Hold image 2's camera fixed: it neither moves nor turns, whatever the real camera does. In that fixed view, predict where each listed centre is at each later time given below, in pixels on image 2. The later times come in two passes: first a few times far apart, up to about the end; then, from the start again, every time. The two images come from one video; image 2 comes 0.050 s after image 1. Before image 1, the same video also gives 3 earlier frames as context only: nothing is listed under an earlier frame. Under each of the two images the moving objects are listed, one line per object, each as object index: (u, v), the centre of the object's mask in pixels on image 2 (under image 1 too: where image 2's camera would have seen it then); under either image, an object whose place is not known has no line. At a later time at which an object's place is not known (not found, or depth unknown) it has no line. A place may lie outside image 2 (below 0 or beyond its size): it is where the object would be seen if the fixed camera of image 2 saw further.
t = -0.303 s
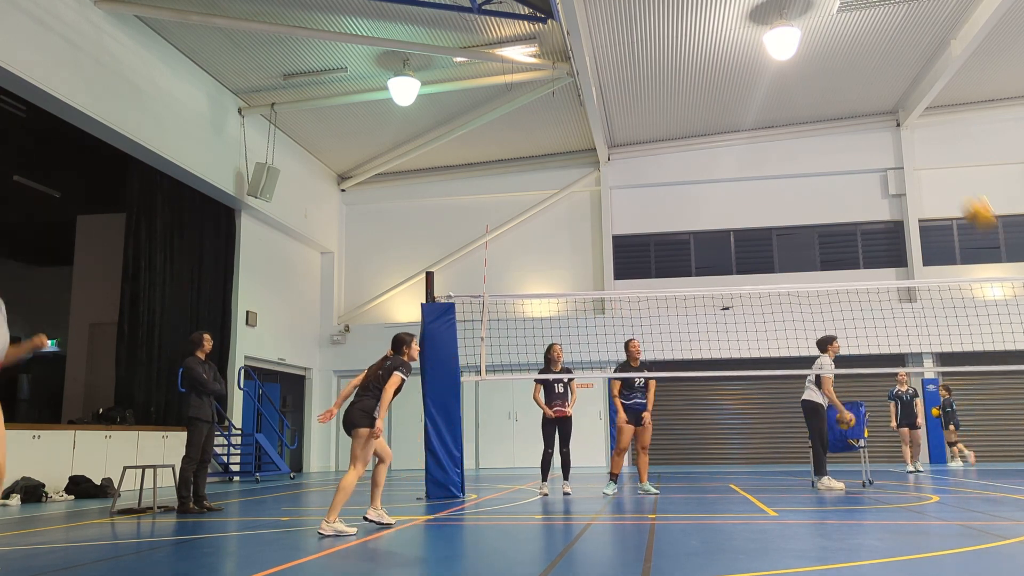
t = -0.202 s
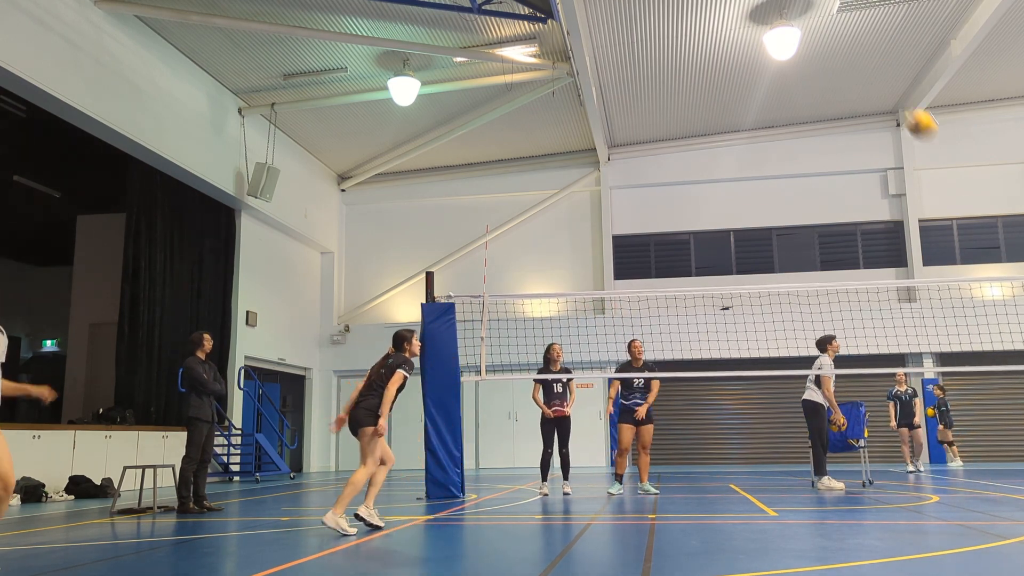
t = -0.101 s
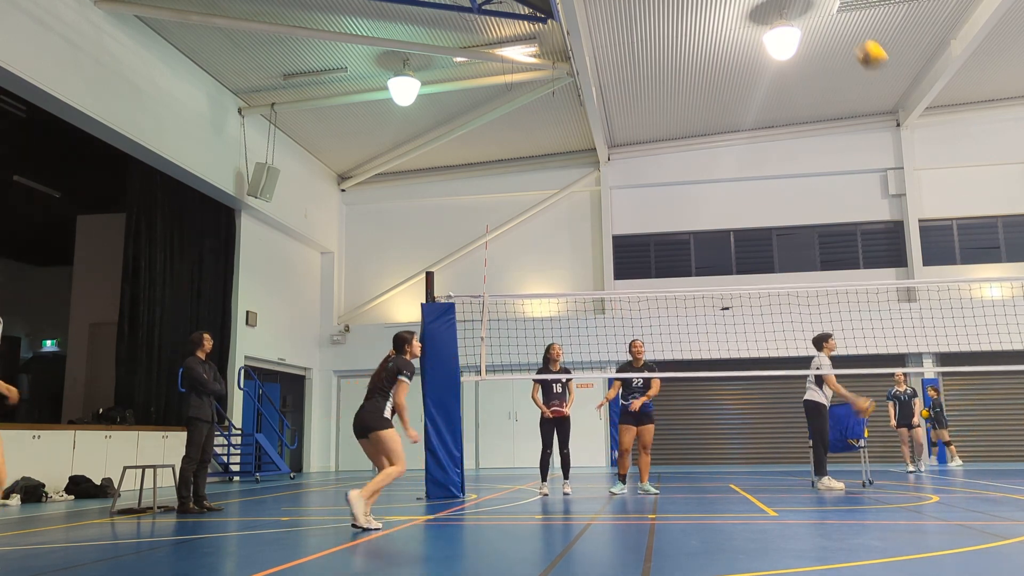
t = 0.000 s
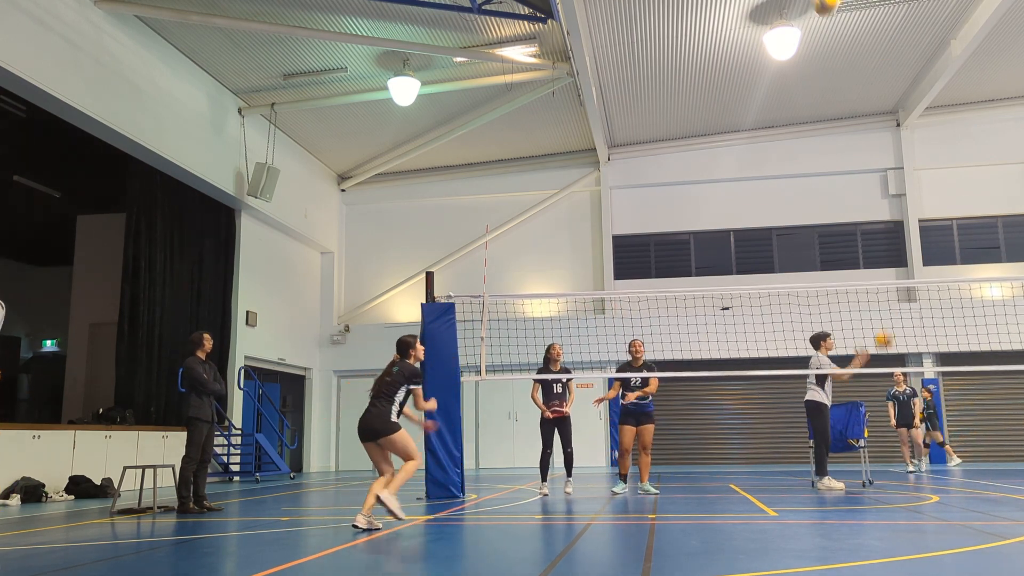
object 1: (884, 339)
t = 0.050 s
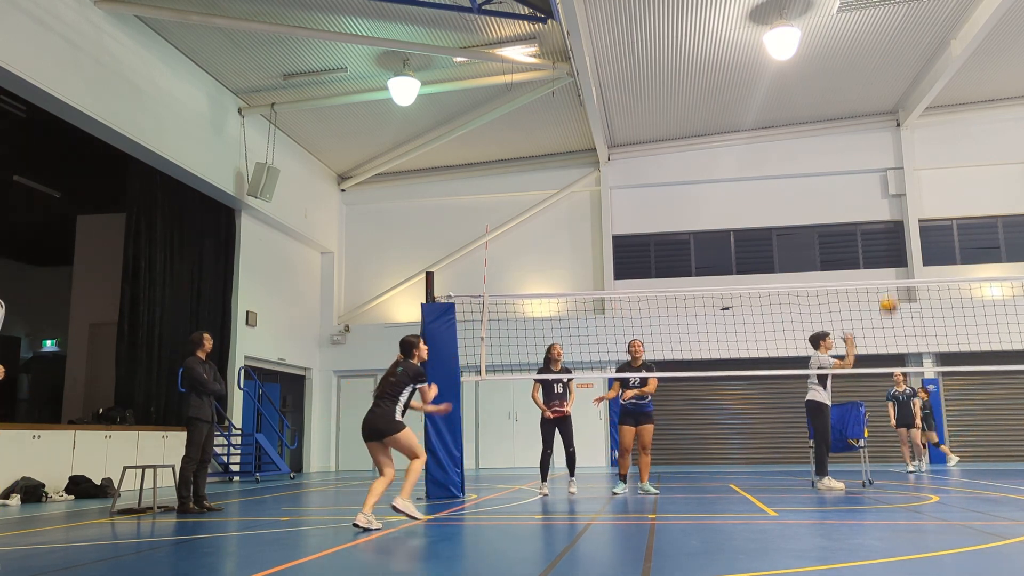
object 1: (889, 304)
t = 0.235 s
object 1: (912, 201)
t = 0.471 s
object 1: (943, 114)
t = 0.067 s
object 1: (890, 293)
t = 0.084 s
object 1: (892, 280)
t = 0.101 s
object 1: (896, 271)
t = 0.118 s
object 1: (897, 261)
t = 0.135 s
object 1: (898, 253)
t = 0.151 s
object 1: (899, 245)
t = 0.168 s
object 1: (902, 236)
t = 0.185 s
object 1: (904, 226)
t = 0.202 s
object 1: (907, 217)
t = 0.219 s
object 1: (909, 208)
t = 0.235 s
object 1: (912, 201)
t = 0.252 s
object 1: (914, 192)
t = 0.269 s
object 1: (916, 185)
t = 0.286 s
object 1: (918, 178)
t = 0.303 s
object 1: (920, 171)
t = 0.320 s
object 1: (922, 164)
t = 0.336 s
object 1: (925, 158)
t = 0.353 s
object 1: (927, 151)
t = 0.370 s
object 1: (929, 146)
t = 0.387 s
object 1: (931, 140)
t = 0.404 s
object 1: (934, 134)
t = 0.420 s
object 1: (936, 129)
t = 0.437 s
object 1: (938, 124)
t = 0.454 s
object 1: (941, 119)
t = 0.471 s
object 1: (943, 114)
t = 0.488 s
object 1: (946, 109)
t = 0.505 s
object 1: (948, 105)
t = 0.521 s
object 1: (950, 101)
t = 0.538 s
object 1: (953, 97)
